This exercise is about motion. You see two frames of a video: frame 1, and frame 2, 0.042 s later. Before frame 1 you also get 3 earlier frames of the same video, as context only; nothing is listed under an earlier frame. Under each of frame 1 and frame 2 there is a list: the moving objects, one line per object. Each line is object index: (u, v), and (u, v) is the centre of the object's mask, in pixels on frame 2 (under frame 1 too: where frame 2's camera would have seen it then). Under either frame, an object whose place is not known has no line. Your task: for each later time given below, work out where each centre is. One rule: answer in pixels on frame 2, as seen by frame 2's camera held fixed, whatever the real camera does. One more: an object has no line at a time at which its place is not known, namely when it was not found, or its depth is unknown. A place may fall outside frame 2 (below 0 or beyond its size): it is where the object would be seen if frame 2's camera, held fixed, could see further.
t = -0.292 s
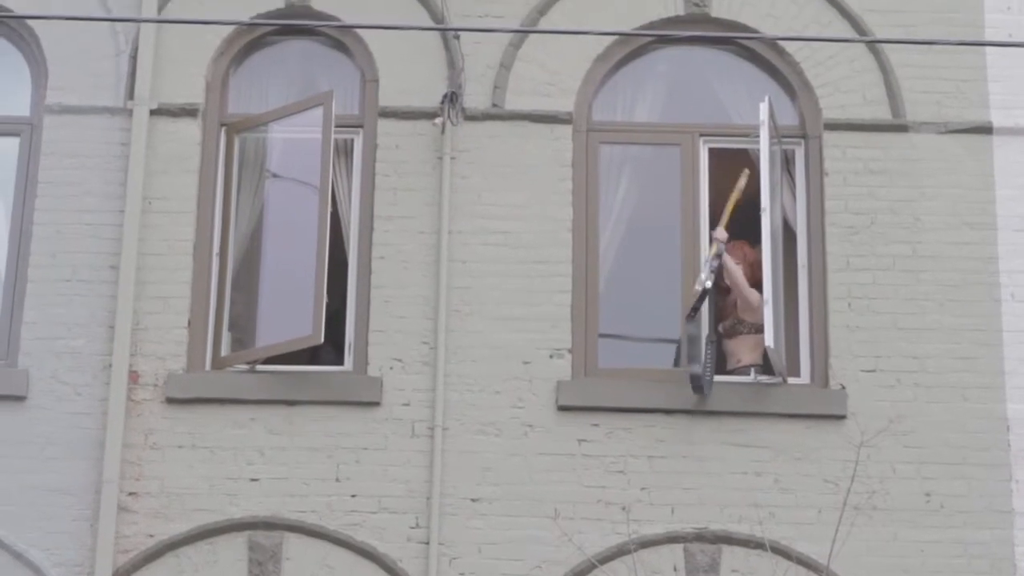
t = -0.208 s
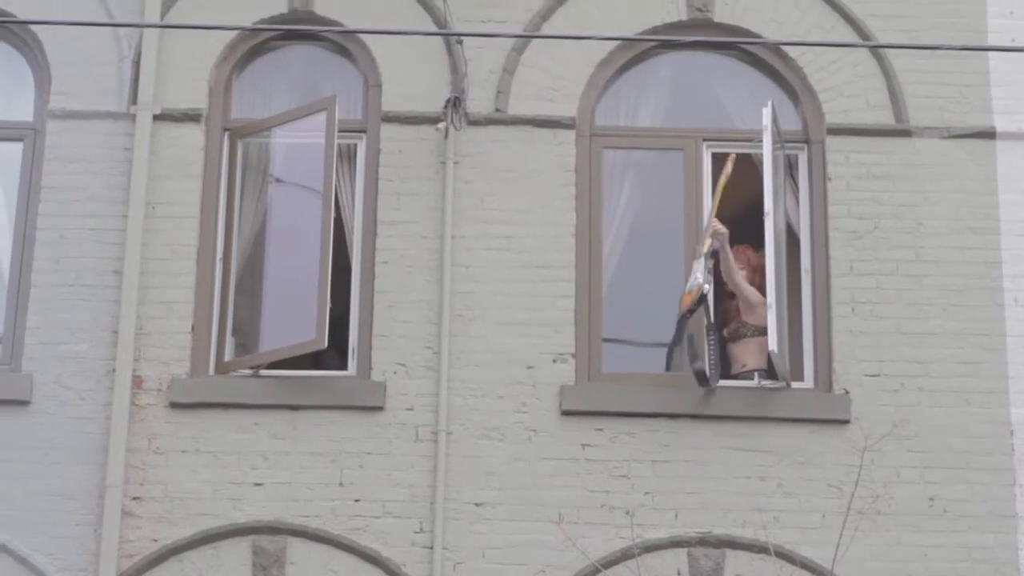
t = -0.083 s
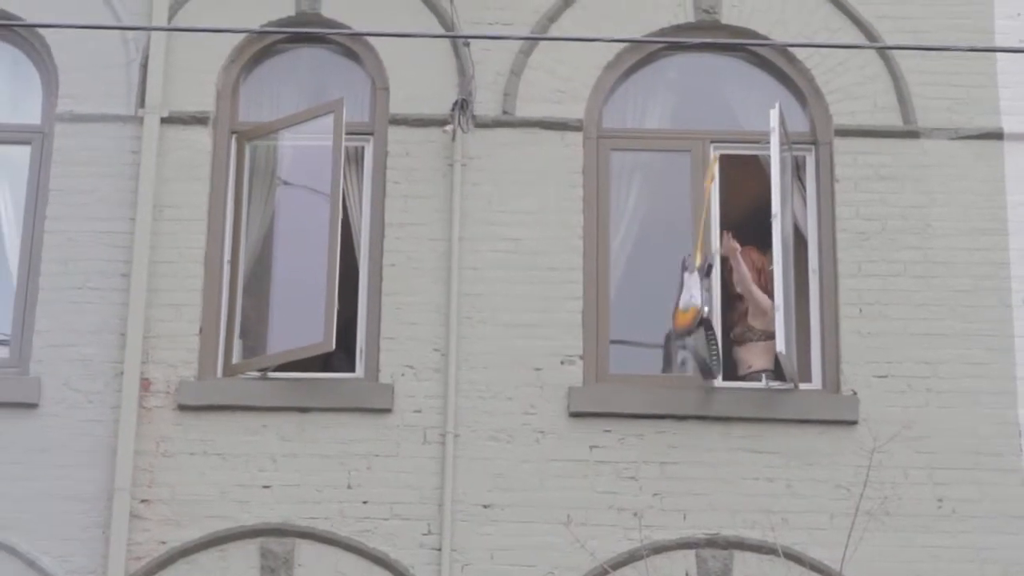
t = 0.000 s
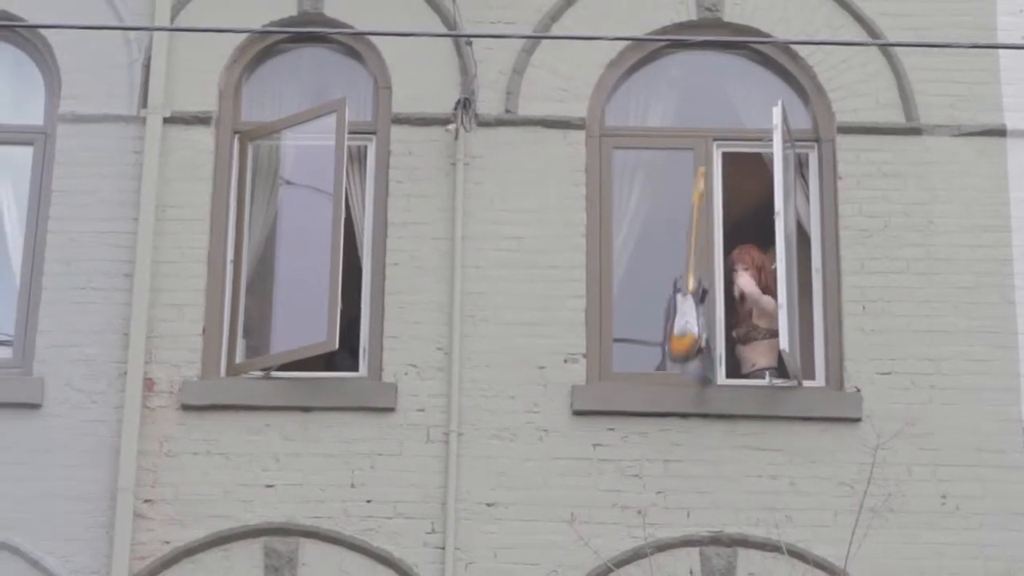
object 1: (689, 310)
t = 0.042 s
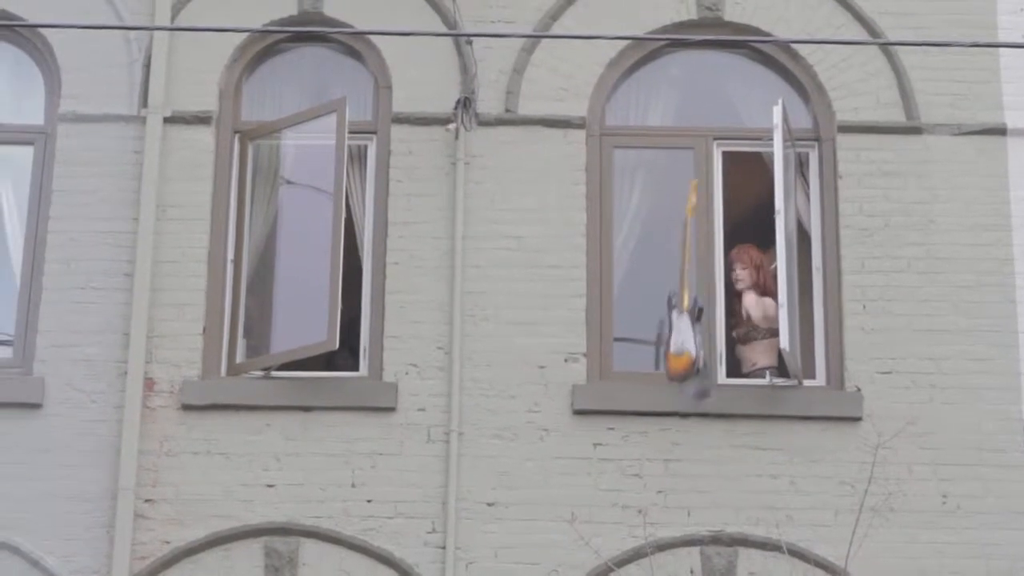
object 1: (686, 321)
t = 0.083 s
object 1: (681, 342)
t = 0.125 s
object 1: (676, 367)
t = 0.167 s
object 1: (671, 397)
